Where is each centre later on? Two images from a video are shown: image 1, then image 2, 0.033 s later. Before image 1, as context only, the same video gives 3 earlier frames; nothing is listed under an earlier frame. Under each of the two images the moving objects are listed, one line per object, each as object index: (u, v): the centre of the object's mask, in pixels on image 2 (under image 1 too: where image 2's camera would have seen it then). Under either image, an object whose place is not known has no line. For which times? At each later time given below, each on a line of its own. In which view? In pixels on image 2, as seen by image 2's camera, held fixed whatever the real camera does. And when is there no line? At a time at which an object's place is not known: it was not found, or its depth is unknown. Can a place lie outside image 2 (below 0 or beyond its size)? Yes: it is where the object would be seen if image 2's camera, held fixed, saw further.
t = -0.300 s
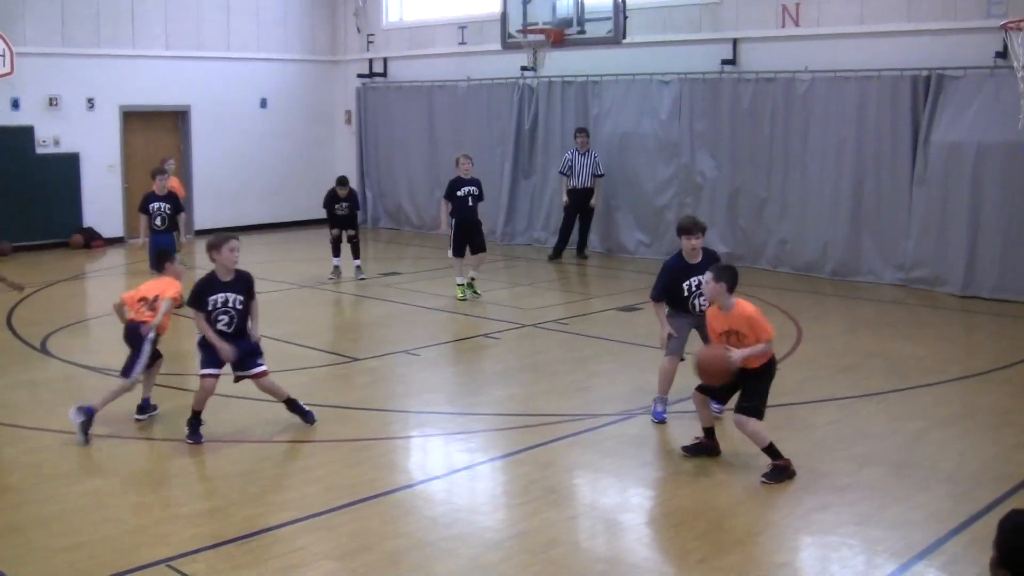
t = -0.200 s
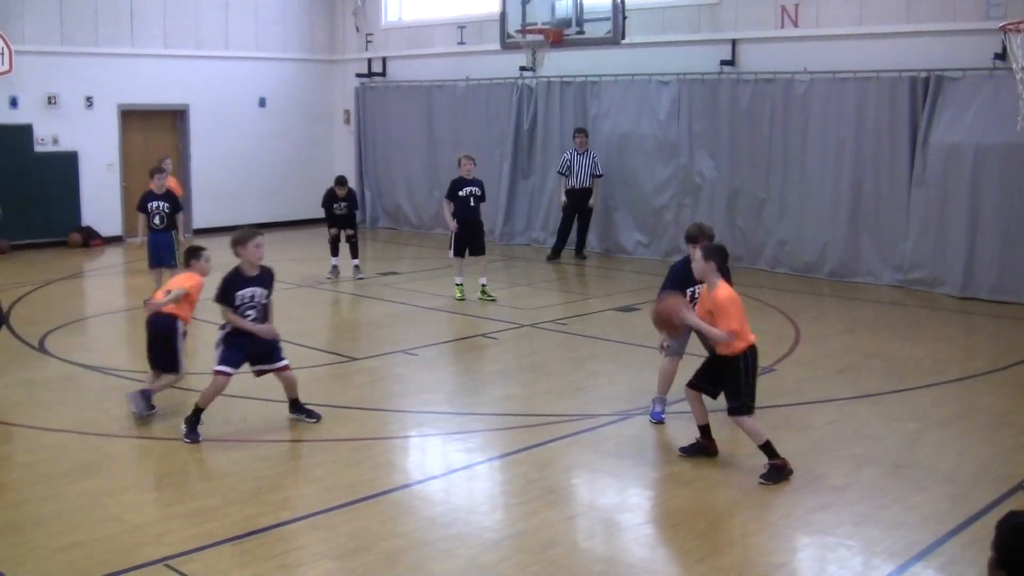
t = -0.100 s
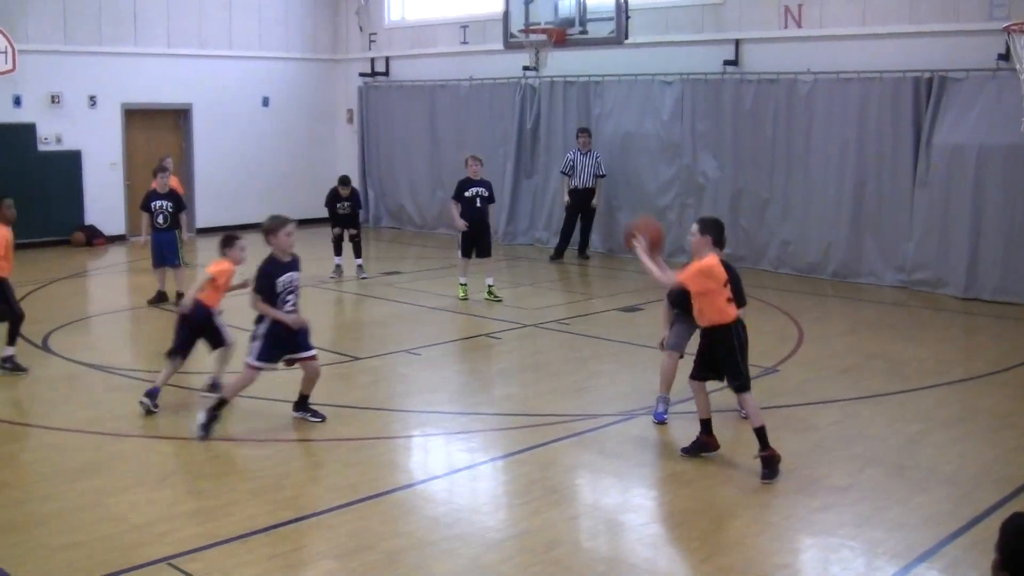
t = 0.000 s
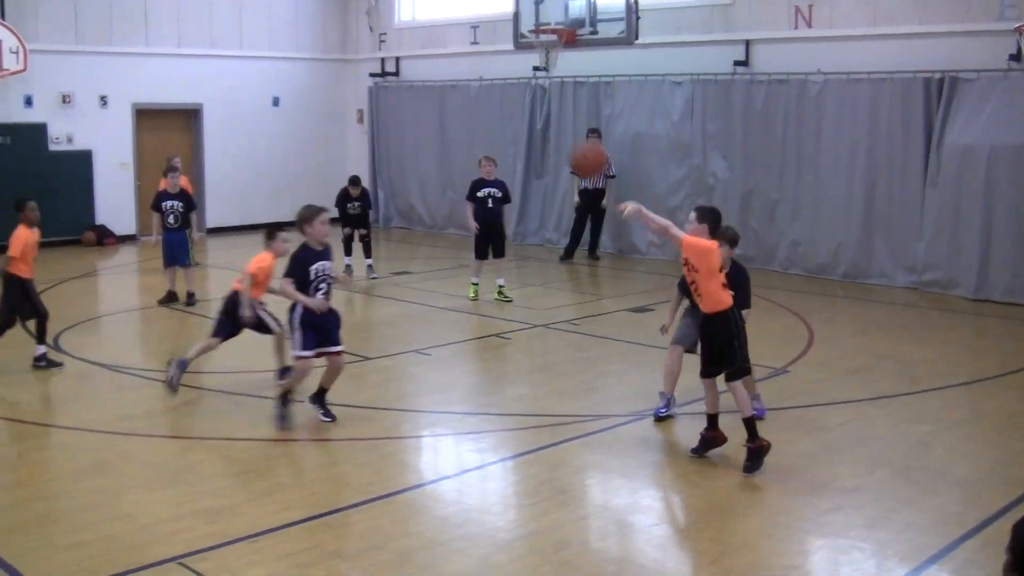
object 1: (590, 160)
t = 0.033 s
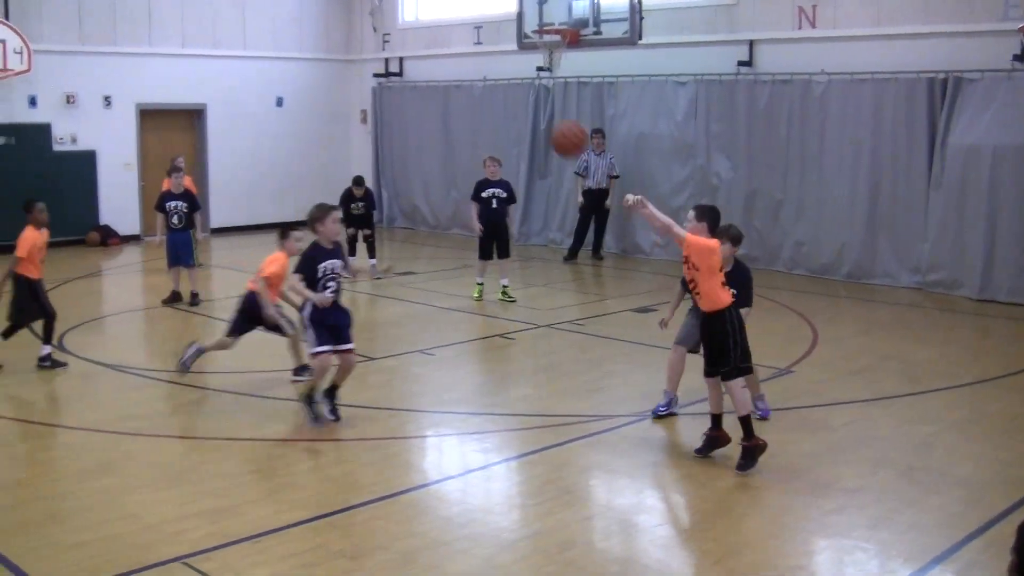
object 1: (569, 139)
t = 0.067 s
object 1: (548, 120)
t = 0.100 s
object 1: (526, 101)
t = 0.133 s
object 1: (506, 87)
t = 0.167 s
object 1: (487, 74)
